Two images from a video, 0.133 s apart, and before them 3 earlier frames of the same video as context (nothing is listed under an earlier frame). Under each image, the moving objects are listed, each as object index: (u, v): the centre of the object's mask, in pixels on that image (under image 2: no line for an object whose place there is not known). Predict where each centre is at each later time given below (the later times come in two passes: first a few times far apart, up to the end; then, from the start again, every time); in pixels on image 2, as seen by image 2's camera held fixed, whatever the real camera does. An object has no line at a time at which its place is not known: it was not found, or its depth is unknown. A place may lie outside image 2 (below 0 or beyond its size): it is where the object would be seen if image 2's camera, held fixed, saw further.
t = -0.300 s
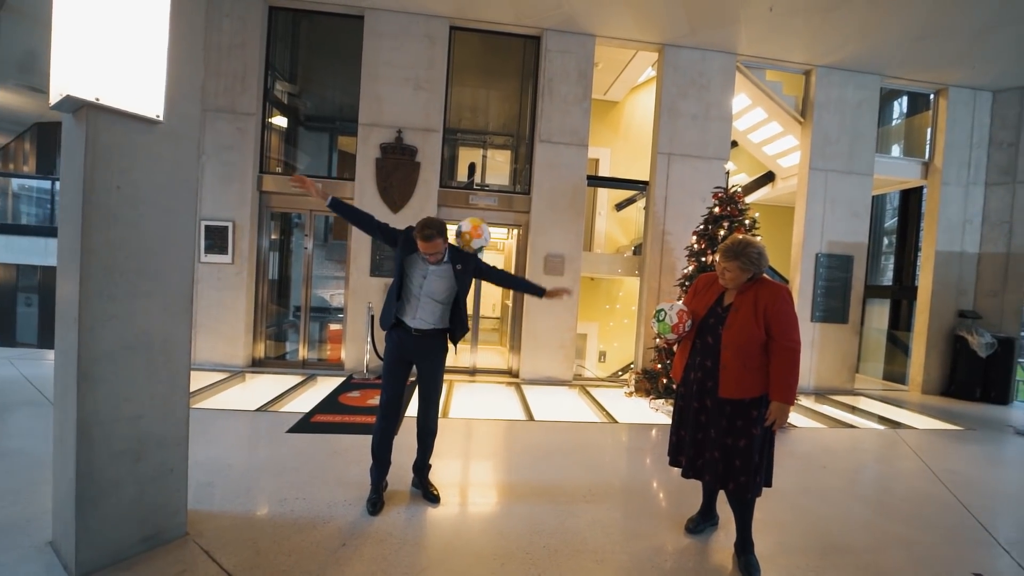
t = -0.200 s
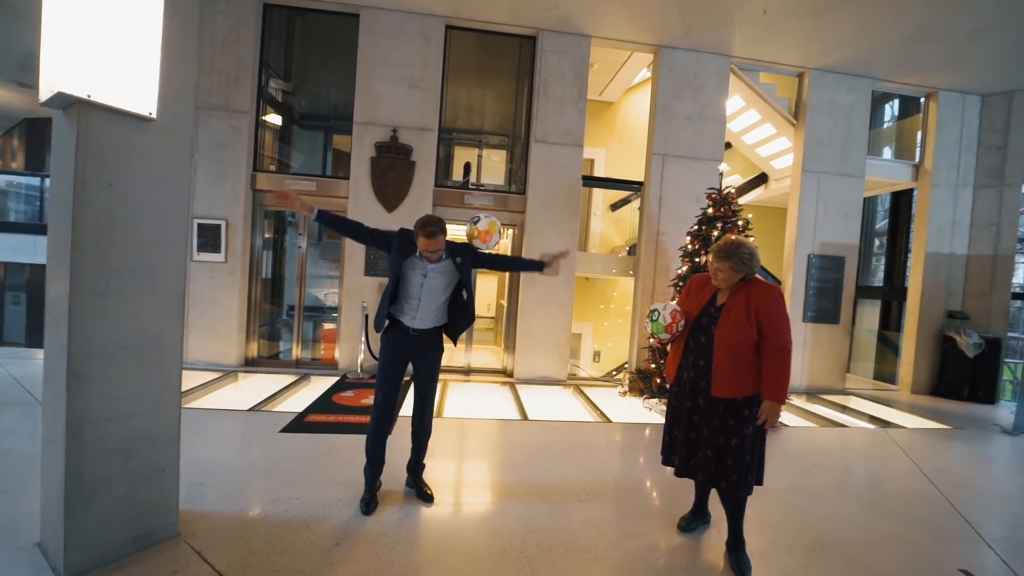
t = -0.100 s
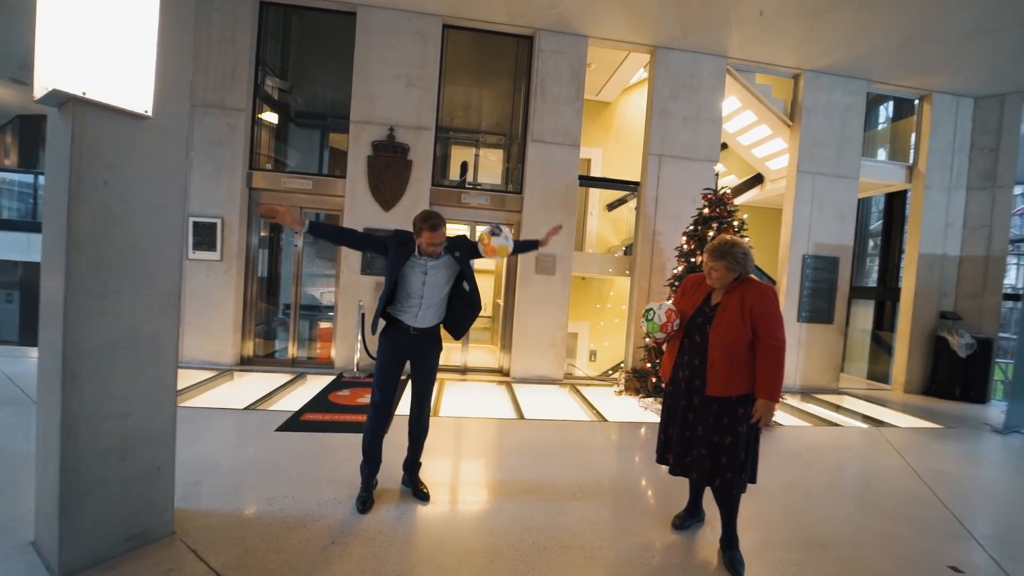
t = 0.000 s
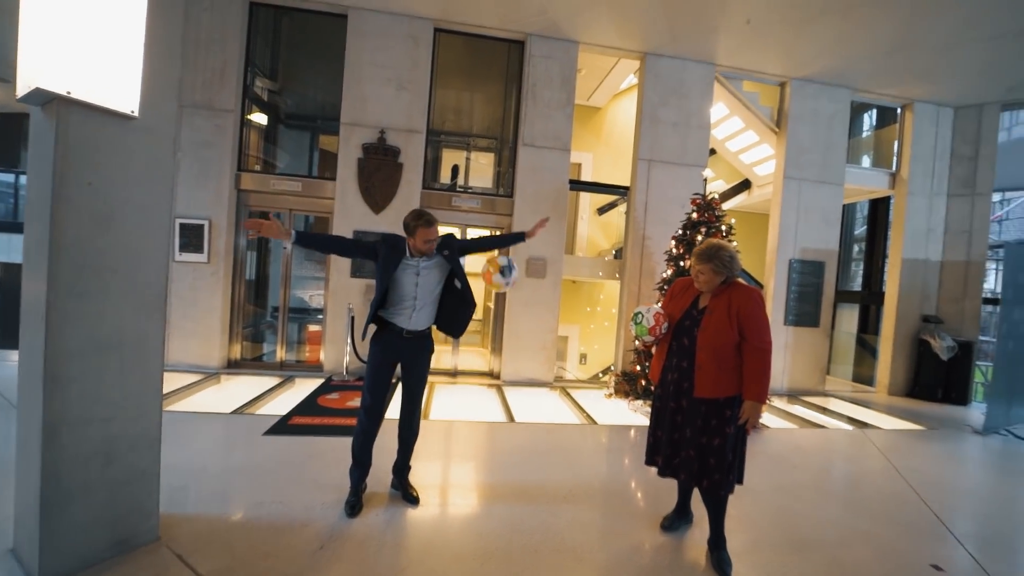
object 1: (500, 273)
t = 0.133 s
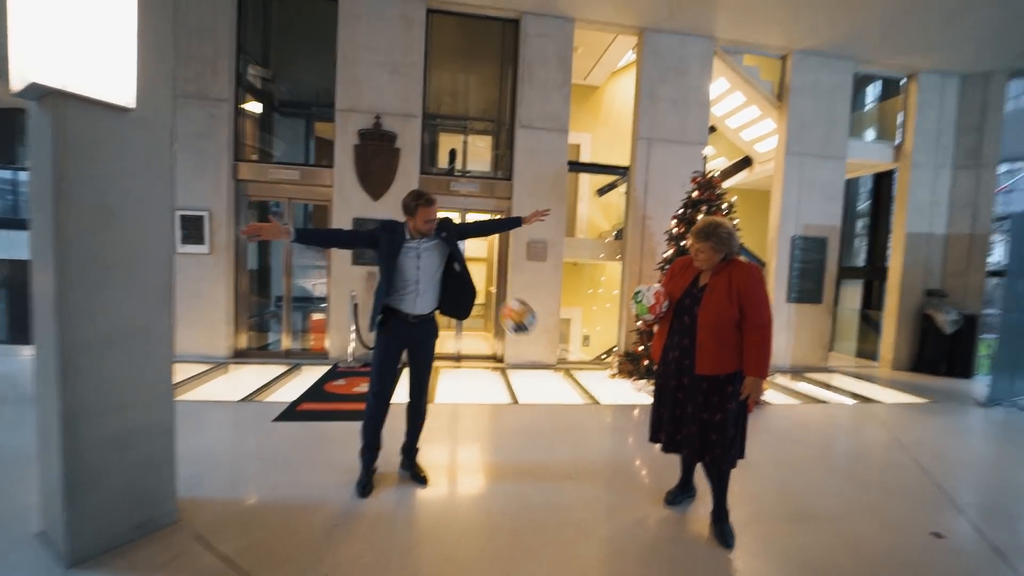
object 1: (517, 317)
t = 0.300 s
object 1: (539, 430)
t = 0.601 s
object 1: (575, 356)
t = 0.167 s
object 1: (523, 337)
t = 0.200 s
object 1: (527, 357)
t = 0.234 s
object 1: (531, 378)
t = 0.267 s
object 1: (535, 407)
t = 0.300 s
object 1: (539, 430)
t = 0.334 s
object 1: (543, 458)
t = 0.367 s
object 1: (547, 479)
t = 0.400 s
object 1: (552, 454)
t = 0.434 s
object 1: (556, 434)
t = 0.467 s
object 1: (561, 417)
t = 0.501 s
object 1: (566, 400)
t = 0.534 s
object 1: (569, 382)
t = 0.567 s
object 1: (572, 367)
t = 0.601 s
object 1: (575, 356)
